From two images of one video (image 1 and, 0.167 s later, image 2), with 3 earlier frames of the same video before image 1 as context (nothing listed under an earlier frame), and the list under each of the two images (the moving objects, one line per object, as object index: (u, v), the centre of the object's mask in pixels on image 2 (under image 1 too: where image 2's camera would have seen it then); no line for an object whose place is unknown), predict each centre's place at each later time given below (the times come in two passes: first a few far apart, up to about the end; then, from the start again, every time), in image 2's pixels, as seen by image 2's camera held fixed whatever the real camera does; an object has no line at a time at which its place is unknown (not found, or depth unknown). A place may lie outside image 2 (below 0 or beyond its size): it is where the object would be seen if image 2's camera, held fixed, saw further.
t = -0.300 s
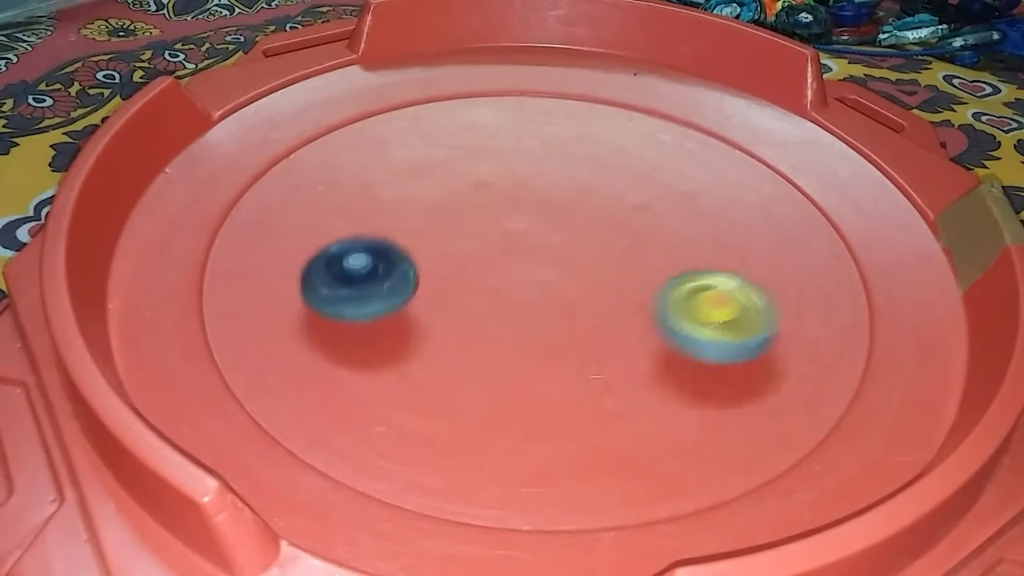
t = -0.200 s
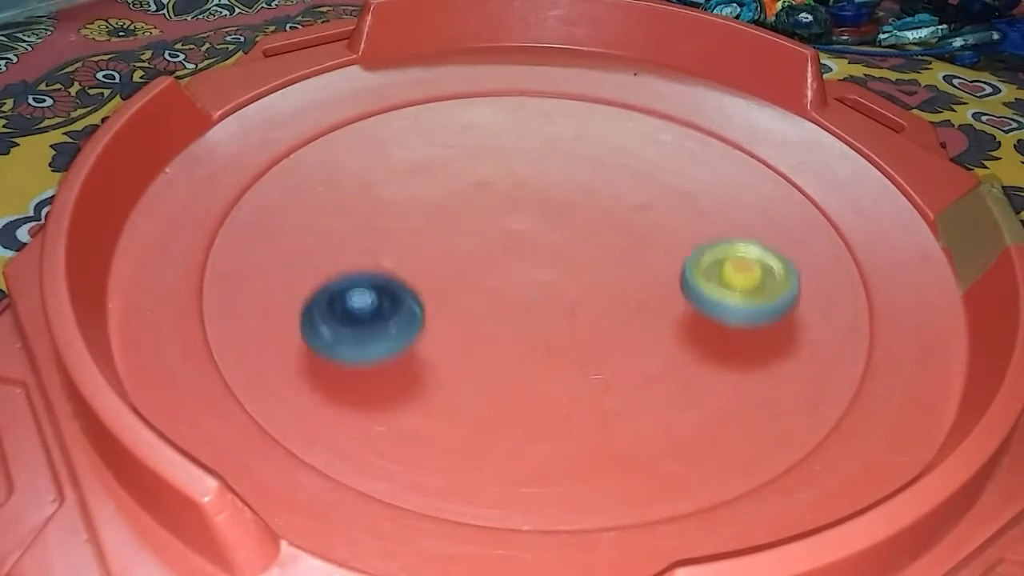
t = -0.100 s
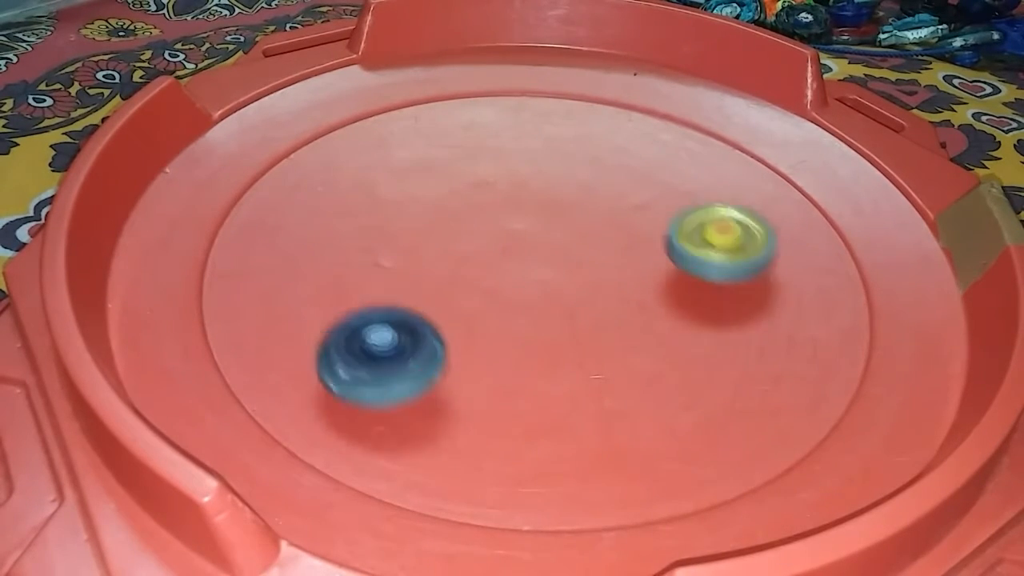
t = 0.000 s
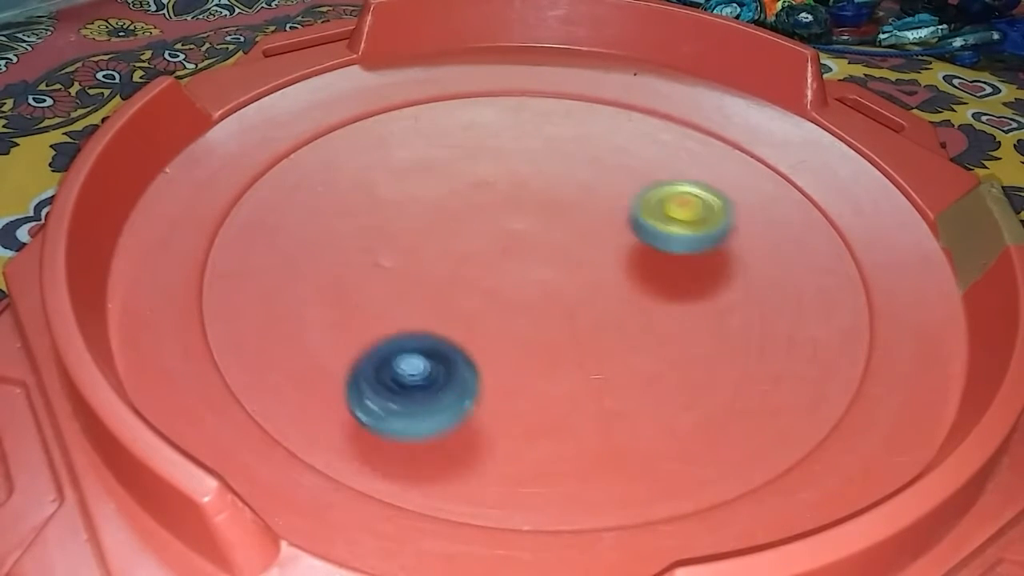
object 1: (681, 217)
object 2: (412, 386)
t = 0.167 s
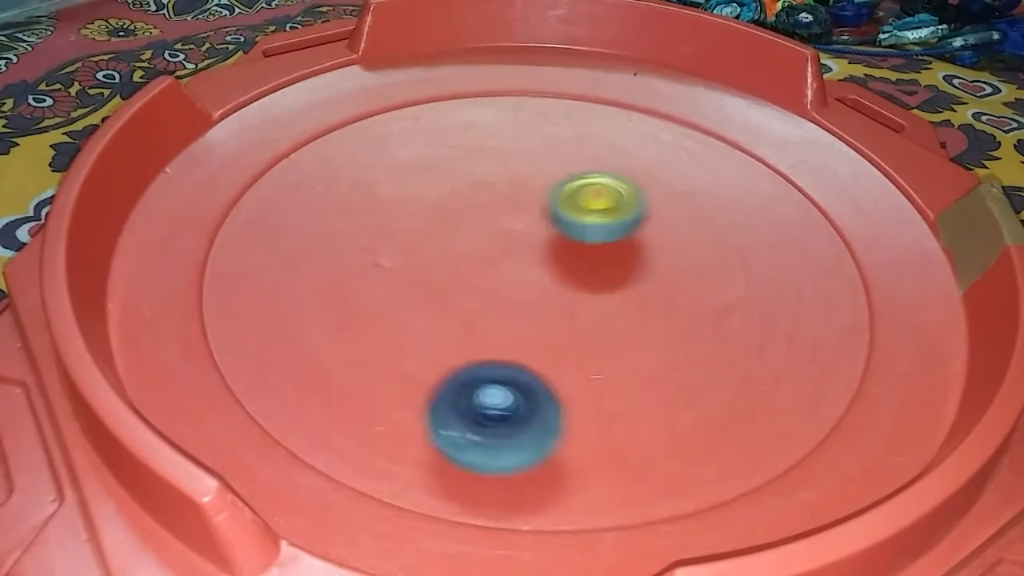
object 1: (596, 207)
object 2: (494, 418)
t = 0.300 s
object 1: (525, 228)
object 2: (569, 419)
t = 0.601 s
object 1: (487, 355)
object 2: (650, 346)
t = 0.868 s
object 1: (625, 383)
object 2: (599, 278)
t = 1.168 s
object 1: (627, 315)
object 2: (505, 241)
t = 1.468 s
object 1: (523, 305)
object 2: (420, 228)
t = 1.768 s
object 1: (490, 350)
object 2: (338, 252)
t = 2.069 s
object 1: (529, 346)
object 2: (387, 311)
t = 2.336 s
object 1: (863, 318)
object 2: (211, 240)
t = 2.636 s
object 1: (724, 186)
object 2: (310, 324)
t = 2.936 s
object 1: (519, 167)
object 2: (491, 316)
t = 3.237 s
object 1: (361, 245)
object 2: (619, 258)
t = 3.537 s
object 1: (394, 388)
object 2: (661, 201)
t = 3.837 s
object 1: (603, 398)
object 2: (620, 201)
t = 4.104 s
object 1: (637, 318)
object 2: (558, 241)
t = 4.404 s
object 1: (602, 280)
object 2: (445, 277)
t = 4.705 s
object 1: (486, 266)
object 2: (403, 359)
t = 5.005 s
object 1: (416, 318)
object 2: (473, 409)
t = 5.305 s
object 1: (354, 268)
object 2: (712, 455)
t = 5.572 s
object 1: (368, 317)
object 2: (791, 373)
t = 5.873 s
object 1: (476, 301)
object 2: (713, 275)
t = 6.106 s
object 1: (497, 258)
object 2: (632, 224)
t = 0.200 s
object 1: (580, 210)
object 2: (514, 420)
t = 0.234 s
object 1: (562, 215)
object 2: (533, 422)
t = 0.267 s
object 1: (544, 221)
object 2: (552, 421)
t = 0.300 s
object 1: (525, 228)
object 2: (569, 419)
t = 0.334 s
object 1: (506, 238)
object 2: (586, 416)
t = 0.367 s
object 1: (491, 249)
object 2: (601, 411)
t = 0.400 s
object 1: (480, 263)
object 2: (615, 404)
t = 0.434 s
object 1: (471, 278)
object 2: (626, 396)
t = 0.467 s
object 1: (467, 294)
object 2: (635, 387)
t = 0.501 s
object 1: (466, 310)
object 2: (642, 378)
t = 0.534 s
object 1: (468, 326)
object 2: (648, 368)
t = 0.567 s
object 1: (475, 341)
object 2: (651, 357)
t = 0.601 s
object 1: (487, 355)
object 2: (650, 346)
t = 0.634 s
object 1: (503, 367)
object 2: (649, 335)
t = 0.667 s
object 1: (522, 377)
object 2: (644, 326)
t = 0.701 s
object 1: (542, 383)
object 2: (639, 317)
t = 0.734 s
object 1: (560, 387)
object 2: (632, 310)
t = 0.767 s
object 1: (579, 389)
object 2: (625, 302)
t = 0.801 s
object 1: (596, 389)
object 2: (617, 293)
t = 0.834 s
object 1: (611, 387)
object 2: (608, 285)
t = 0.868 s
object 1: (625, 383)
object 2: (599, 278)
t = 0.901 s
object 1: (638, 377)
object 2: (589, 272)
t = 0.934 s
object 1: (648, 371)
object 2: (579, 267)
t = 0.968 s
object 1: (654, 363)
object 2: (569, 262)
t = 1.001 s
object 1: (657, 354)
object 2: (559, 258)
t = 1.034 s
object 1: (656, 345)
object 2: (548, 254)
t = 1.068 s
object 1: (653, 336)
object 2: (538, 250)
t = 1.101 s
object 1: (646, 328)
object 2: (527, 246)
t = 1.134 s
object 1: (638, 321)
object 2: (516, 243)
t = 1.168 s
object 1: (627, 315)
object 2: (505, 241)
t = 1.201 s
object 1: (615, 309)
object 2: (496, 240)
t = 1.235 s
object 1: (602, 303)
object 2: (487, 238)
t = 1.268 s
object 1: (590, 299)
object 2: (478, 237)
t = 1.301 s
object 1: (576, 295)
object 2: (471, 237)
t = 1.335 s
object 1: (561, 292)
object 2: (464, 237)
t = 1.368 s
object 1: (547, 291)
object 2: (457, 237)
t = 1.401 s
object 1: (533, 290)
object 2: (449, 238)
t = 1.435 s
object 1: (526, 296)
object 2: (436, 234)
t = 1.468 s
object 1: (523, 305)
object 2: (420, 228)
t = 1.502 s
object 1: (516, 311)
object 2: (406, 227)
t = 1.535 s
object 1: (510, 315)
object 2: (394, 226)
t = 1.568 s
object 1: (503, 319)
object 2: (382, 226)
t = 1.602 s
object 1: (497, 324)
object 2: (370, 229)
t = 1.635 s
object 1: (493, 329)
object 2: (360, 232)
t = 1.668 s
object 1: (490, 335)
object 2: (352, 237)
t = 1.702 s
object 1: (489, 340)
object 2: (346, 241)
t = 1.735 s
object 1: (488, 345)
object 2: (341, 246)
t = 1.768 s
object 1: (490, 350)
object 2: (338, 252)
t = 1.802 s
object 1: (494, 354)
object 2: (336, 258)
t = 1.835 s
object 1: (499, 358)
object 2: (336, 265)
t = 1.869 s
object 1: (506, 360)
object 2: (338, 271)
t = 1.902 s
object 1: (513, 360)
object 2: (341, 278)
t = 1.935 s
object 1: (519, 359)
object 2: (347, 285)
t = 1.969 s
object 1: (525, 358)
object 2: (354, 292)
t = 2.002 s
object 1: (529, 355)
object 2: (364, 299)
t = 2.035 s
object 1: (530, 351)
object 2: (375, 305)
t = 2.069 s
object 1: (529, 346)
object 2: (387, 311)
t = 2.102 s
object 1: (528, 341)
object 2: (401, 315)
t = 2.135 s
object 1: (583, 349)
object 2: (365, 300)
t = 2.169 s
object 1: (662, 359)
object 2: (308, 274)
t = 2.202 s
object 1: (729, 360)
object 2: (269, 254)
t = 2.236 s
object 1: (787, 357)
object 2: (242, 239)
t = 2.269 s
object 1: (829, 347)
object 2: (227, 233)
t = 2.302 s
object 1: (854, 334)
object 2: (218, 234)
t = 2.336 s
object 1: (863, 318)
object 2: (211, 240)
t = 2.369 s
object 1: (859, 299)
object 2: (214, 251)
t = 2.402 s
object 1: (851, 280)
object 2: (221, 265)
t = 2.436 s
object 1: (839, 263)
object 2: (227, 275)
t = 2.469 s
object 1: (823, 246)
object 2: (235, 286)
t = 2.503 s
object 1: (807, 231)
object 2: (245, 294)
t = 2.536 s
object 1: (788, 217)
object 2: (257, 302)
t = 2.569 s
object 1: (767, 205)
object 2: (272, 310)
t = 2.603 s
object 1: (746, 195)
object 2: (290, 318)
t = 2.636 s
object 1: (724, 186)
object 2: (310, 324)
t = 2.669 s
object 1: (700, 179)
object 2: (331, 329)
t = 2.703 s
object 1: (679, 173)
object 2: (351, 330)
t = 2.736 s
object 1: (655, 168)
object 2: (373, 331)
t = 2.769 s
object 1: (632, 165)
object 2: (394, 332)
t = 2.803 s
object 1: (608, 164)
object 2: (415, 331)
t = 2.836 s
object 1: (585, 163)
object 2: (436, 329)
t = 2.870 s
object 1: (562, 163)
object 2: (455, 326)
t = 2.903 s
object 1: (540, 165)
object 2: (474, 321)
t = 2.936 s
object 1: (519, 167)
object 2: (491, 316)
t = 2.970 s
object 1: (498, 171)
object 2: (509, 311)
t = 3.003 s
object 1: (478, 176)
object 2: (526, 305)
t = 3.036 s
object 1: (459, 182)
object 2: (542, 299)
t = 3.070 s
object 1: (440, 190)
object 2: (557, 293)
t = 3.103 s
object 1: (423, 199)
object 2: (571, 286)
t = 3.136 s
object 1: (405, 209)
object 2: (585, 279)
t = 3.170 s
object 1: (388, 219)
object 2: (597, 272)
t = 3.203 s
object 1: (373, 232)
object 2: (608, 265)
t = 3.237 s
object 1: (361, 245)
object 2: (619, 258)
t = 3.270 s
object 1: (352, 260)
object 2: (628, 250)
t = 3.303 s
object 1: (345, 277)
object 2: (636, 243)
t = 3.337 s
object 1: (342, 294)
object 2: (643, 235)
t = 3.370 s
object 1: (343, 311)
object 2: (649, 228)
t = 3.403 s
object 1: (346, 329)
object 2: (654, 221)
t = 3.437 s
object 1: (353, 346)
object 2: (658, 216)
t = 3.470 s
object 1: (363, 361)
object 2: (660, 210)
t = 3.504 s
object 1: (376, 375)
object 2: (661, 205)
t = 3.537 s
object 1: (394, 388)
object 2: (661, 201)
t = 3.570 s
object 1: (416, 399)
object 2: (660, 197)
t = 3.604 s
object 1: (440, 408)
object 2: (657, 195)
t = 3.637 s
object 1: (466, 414)
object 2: (654, 193)
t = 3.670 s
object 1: (493, 418)
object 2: (648, 192)
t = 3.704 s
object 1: (519, 419)
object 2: (643, 192)
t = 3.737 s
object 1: (544, 417)
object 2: (637, 192)
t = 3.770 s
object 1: (567, 413)
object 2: (632, 194)
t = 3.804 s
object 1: (587, 406)
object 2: (626, 197)
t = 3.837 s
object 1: (603, 398)
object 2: (620, 201)
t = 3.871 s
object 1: (616, 388)
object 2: (614, 205)
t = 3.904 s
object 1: (627, 377)
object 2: (608, 210)
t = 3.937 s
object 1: (636, 364)
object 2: (602, 215)
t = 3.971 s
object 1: (640, 351)
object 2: (595, 221)
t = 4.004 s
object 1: (640, 338)
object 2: (588, 228)
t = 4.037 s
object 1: (637, 326)
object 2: (581, 236)
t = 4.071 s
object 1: (632, 315)
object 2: (575, 245)
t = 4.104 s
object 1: (637, 318)
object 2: (558, 241)
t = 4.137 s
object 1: (644, 325)
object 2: (539, 233)
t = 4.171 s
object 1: (646, 326)
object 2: (522, 232)
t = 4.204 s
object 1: (644, 323)
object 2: (509, 236)
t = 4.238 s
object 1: (640, 316)
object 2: (496, 242)
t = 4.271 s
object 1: (635, 308)
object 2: (484, 248)
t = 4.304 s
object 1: (629, 301)
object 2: (474, 254)
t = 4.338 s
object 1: (621, 293)
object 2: (464, 261)
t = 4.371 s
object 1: (612, 286)
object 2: (454, 269)
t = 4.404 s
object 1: (602, 280)
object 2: (445, 277)
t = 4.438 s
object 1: (591, 274)
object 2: (437, 285)
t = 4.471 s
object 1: (579, 270)
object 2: (428, 294)
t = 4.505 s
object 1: (566, 267)
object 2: (420, 302)
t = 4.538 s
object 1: (552, 264)
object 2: (413, 310)
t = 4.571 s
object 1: (539, 262)
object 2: (407, 319)
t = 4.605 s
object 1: (525, 262)
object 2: (404, 329)
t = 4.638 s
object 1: (511, 261)
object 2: (401, 340)
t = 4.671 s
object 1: (497, 263)
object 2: (402, 350)
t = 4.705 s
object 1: (486, 266)
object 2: (403, 359)
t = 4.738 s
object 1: (473, 270)
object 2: (406, 368)
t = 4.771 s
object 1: (462, 274)
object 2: (410, 377)
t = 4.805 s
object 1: (453, 280)
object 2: (414, 384)
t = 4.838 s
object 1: (444, 286)
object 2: (417, 390)
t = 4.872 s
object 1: (436, 292)
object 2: (425, 396)
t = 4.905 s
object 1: (430, 299)
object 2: (437, 401)
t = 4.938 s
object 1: (423, 305)
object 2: (449, 405)
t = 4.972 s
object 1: (419, 312)
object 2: (461, 408)
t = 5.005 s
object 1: (416, 318)
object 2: (473, 409)
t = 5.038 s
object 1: (417, 326)
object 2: (485, 410)
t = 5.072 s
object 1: (417, 333)
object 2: (496, 408)
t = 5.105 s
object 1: (413, 332)
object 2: (520, 422)
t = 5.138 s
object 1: (392, 309)
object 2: (571, 449)
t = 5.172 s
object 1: (378, 291)
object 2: (615, 465)
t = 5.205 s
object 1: (369, 278)
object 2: (646, 469)
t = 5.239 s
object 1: (364, 270)
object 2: (671, 465)
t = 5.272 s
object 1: (359, 267)
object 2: (692, 461)
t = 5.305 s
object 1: (354, 268)
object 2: (712, 455)
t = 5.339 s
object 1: (349, 272)
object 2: (730, 447)
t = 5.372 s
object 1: (344, 278)
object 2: (746, 439)
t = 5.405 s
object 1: (341, 286)
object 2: (759, 430)
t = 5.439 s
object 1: (341, 292)
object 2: (771, 420)
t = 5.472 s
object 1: (344, 299)
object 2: (779, 409)
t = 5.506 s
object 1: (350, 305)
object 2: (786, 397)
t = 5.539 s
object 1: (358, 311)
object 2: (790, 384)
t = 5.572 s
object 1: (368, 317)
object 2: (791, 373)
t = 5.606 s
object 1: (381, 321)
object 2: (790, 360)
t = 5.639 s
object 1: (394, 323)
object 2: (785, 348)
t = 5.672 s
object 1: (407, 324)
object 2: (779, 336)
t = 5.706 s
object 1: (421, 323)
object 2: (771, 324)
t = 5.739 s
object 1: (435, 321)
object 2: (761, 313)
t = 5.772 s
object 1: (447, 318)
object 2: (751, 303)
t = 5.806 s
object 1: (457, 313)
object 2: (739, 293)
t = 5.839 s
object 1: (467, 307)
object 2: (726, 283)
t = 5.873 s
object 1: (476, 301)
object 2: (713, 275)
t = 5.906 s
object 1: (485, 295)
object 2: (700, 267)
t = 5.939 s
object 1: (494, 289)
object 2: (685, 259)
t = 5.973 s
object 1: (501, 282)
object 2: (670, 252)
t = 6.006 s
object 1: (507, 275)
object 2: (655, 246)
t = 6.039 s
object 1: (514, 269)
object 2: (640, 240)
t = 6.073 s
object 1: (519, 261)
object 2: (624, 234)
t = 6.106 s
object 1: (497, 258)
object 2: (632, 224)
